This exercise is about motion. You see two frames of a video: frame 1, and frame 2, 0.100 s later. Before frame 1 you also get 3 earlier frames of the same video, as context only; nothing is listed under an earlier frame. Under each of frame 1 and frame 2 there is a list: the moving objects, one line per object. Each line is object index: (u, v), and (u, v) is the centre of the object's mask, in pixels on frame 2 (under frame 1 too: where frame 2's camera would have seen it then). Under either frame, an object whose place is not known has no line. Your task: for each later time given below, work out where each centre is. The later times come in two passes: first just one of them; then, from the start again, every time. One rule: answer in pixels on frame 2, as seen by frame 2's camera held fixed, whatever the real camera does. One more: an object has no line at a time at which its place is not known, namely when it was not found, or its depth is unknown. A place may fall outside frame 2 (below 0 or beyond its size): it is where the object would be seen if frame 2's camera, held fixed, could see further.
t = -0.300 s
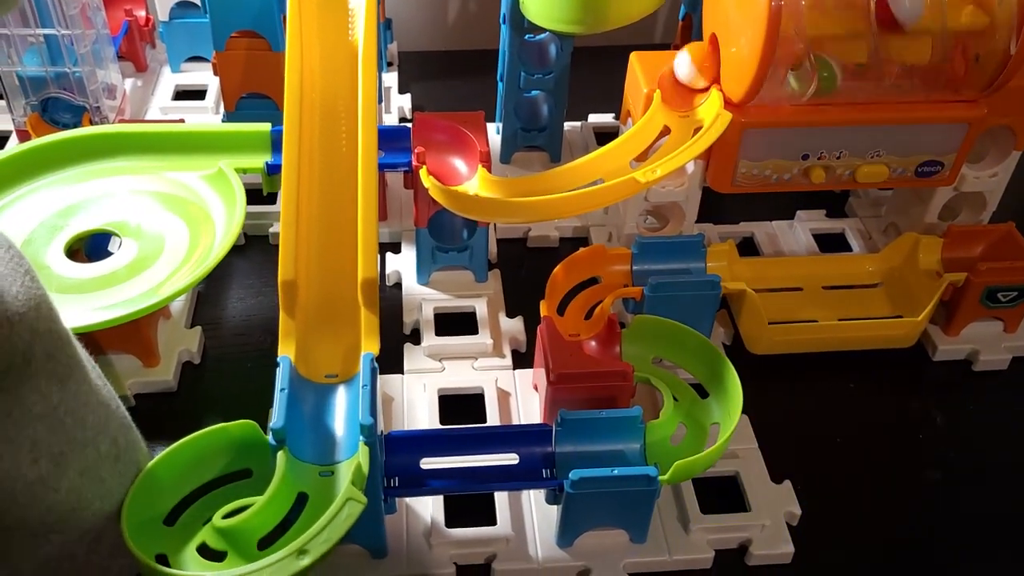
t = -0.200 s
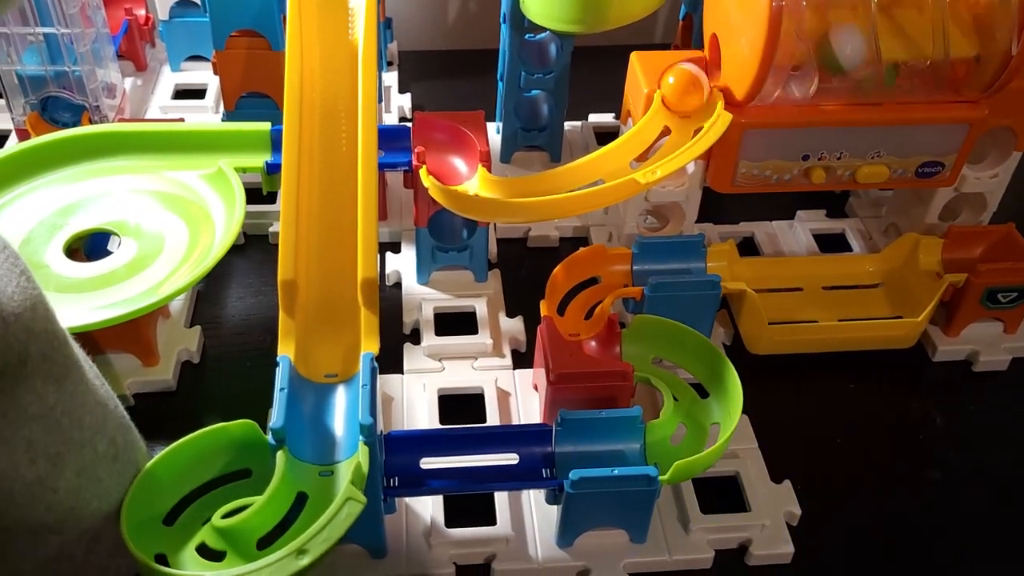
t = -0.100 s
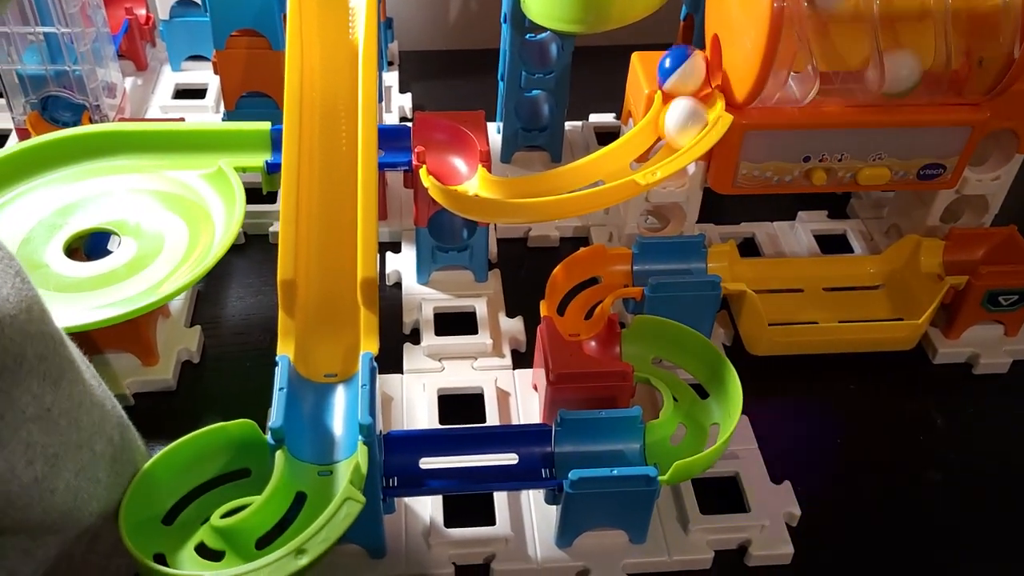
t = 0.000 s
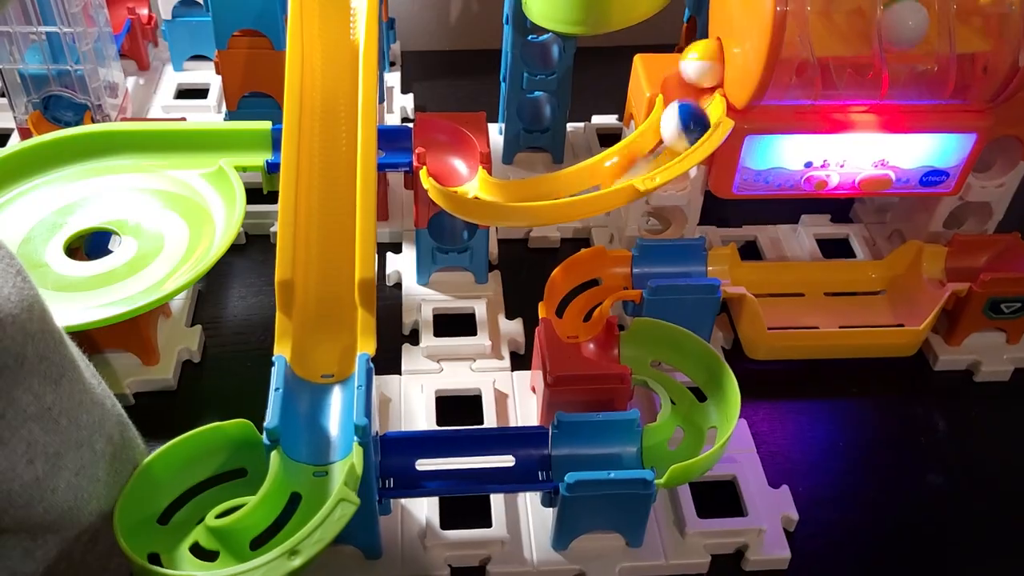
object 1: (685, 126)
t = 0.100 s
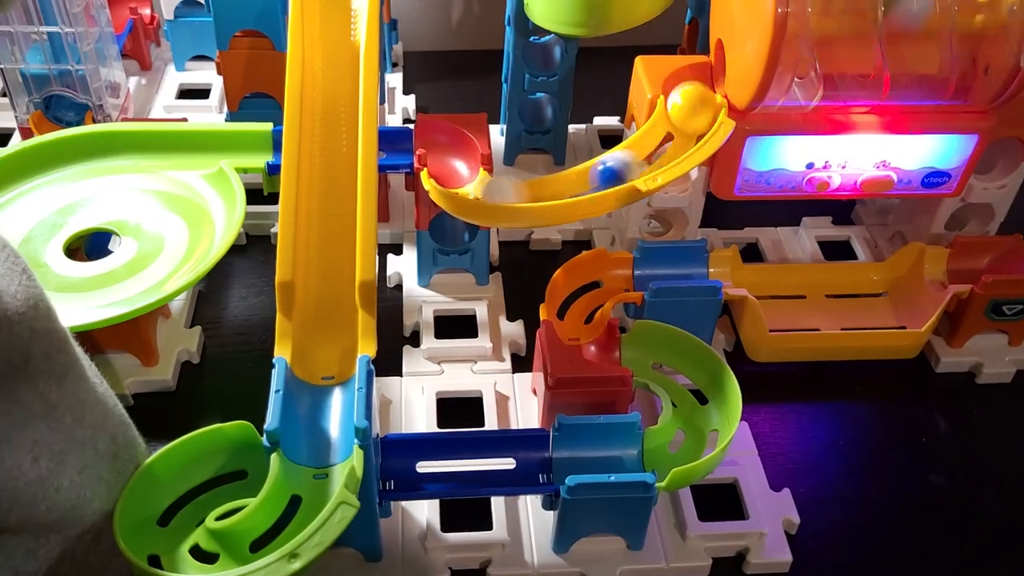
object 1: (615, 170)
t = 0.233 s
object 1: (457, 177)
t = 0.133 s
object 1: (576, 180)
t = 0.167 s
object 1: (534, 187)
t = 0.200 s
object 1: (494, 188)
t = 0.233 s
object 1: (457, 177)
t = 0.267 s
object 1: (452, 159)
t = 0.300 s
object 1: (427, 141)
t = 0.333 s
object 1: (396, 147)
